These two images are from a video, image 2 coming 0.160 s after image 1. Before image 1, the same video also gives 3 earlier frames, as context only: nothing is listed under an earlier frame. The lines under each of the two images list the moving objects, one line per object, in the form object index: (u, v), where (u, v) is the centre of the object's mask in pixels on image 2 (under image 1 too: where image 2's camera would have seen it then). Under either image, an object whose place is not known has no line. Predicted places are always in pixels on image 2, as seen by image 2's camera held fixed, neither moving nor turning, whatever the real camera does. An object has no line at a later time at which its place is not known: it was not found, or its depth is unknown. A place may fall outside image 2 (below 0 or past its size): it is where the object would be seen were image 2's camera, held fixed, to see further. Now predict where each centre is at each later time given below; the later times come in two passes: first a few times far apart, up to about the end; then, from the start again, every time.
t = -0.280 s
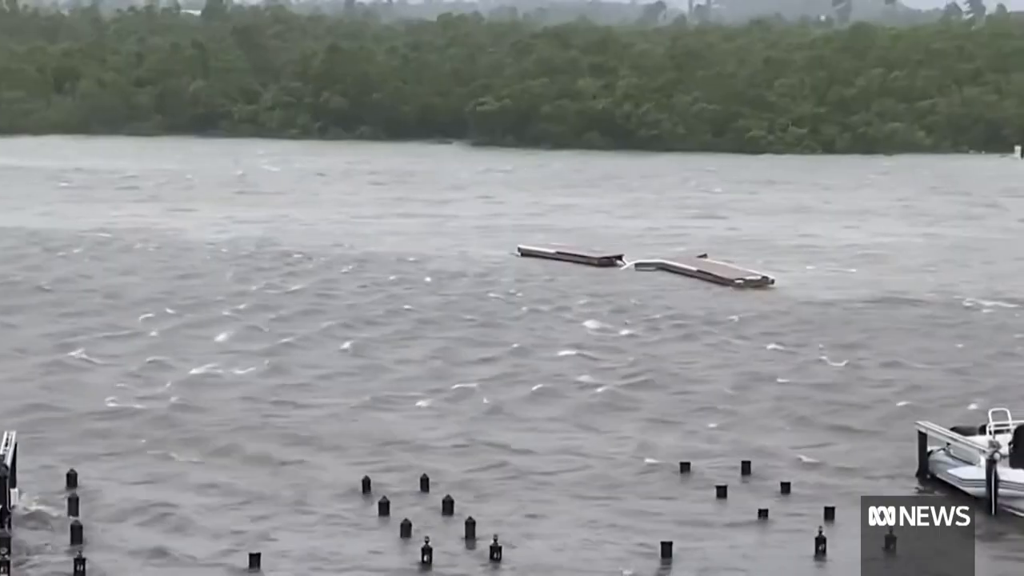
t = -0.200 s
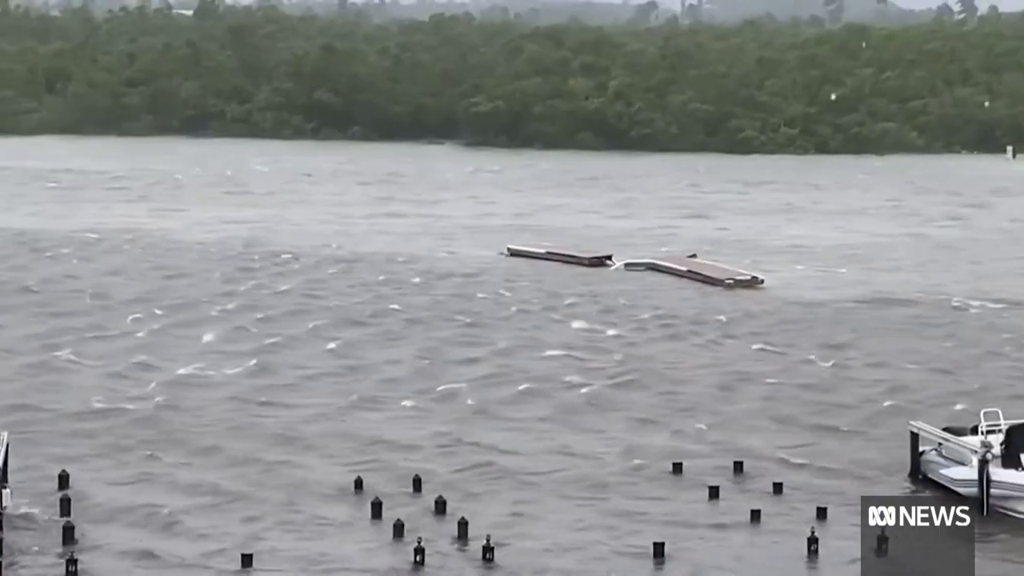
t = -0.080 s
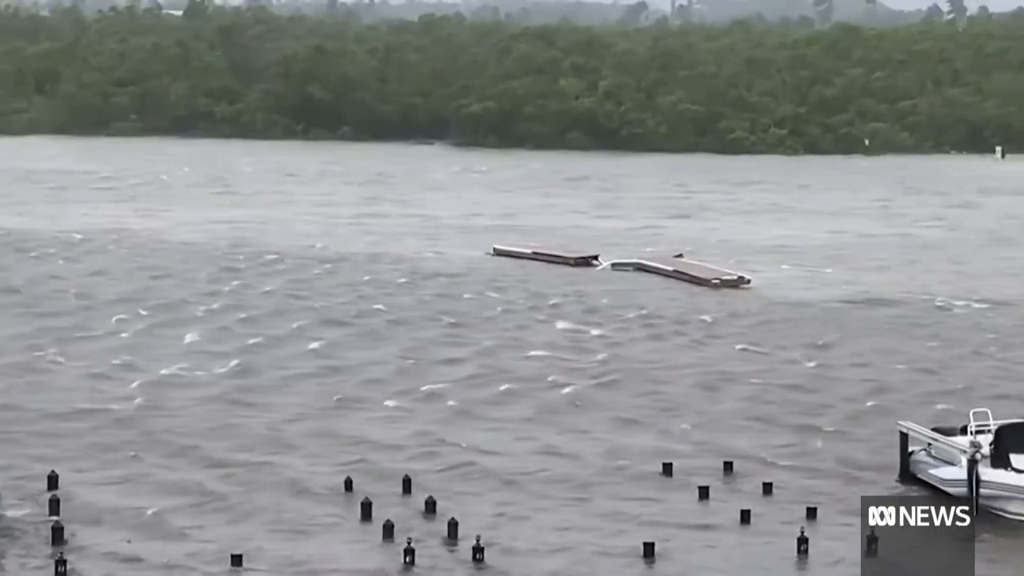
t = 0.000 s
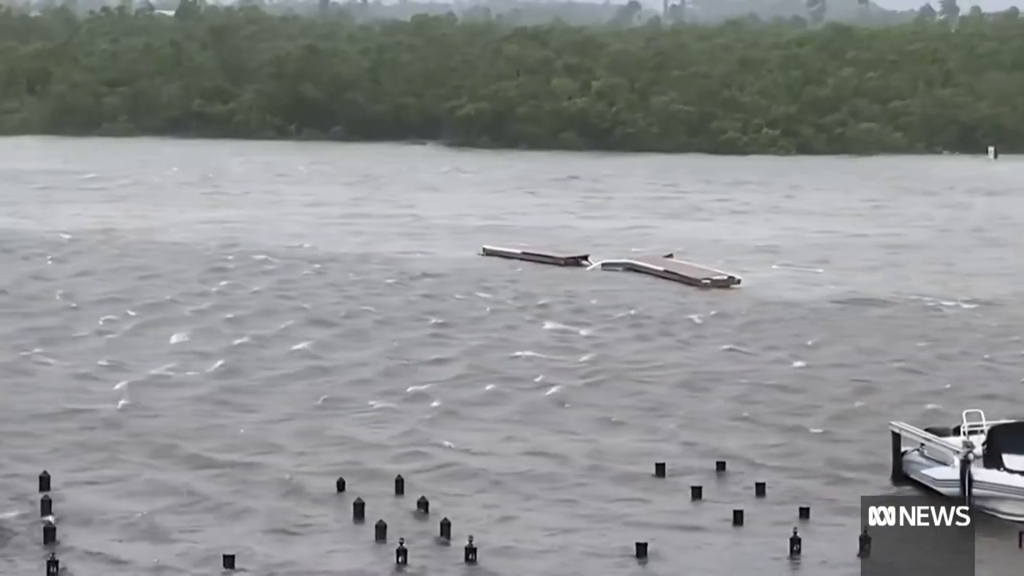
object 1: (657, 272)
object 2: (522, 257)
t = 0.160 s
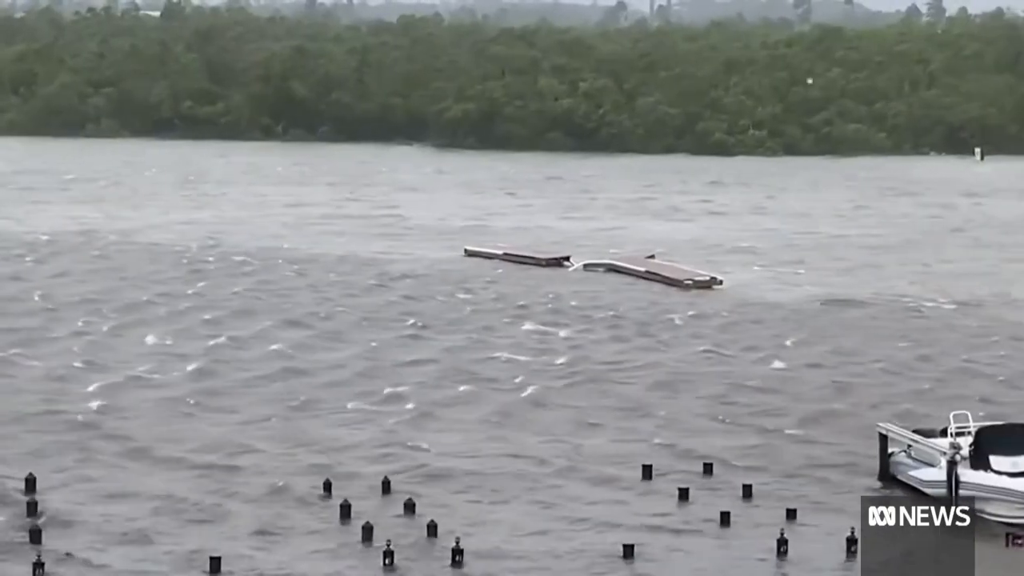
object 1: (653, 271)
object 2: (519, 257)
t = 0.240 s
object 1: (651, 271)
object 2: (517, 256)
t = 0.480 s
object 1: (644, 271)
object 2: (508, 256)
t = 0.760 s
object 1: (635, 270)
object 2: (498, 256)
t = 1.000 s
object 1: (628, 270)
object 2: (491, 255)
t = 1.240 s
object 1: (621, 269)
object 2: (484, 254)
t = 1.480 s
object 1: (615, 269)
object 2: (477, 254)
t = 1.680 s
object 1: (608, 269)
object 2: (470, 254)
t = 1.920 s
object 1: (602, 269)
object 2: (462, 253)
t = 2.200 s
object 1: (595, 268)
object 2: (453, 253)
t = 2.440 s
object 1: (588, 267)
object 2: (446, 253)
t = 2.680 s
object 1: (582, 267)
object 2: (440, 252)
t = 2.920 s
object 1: (577, 267)
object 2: (431, 253)
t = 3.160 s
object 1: (570, 266)
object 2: (424, 252)
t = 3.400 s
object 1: (564, 266)
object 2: (417, 251)
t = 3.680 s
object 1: (556, 266)
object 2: (408, 251)
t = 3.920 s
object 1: (550, 265)
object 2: (401, 251)
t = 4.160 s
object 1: (545, 264)
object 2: (394, 251)
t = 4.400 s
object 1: (538, 264)
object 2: (388, 250)
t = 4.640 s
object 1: (532, 264)
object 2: (381, 250)
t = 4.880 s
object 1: (525, 263)
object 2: (373, 249)
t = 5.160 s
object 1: (517, 262)
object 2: (363, 249)
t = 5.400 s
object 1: (512, 262)
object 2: (357, 248)
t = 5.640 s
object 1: (507, 262)
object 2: (349, 248)
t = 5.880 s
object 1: (499, 261)
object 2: (342, 247)
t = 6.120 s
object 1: (493, 261)
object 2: (335, 248)
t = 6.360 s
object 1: (486, 261)
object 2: (328, 247)
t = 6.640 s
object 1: (480, 260)
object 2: (320, 247)
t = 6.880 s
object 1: (474, 259)
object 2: (314, 246)
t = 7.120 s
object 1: (468, 259)
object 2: (307, 246)
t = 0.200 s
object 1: (652, 271)
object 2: (518, 256)
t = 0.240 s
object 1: (651, 271)
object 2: (517, 256)
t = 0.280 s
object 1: (650, 271)
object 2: (516, 256)
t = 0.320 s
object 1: (649, 271)
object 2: (514, 256)
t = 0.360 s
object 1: (647, 271)
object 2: (512, 256)
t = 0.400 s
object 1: (646, 271)
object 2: (511, 256)
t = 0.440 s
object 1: (645, 271)
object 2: (509, 256)
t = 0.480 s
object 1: (644, 271)
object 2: (508, 256)
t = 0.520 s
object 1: (642, 271)
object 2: (506, 256)
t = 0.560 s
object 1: (641, 271)
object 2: (504, 256)
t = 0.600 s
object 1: (640, 271)
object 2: (503, 256)
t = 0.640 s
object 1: (638, 271)
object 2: (503, 256)
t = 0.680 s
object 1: (637, 271)
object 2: (501, 256)
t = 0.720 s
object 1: (636, 270)
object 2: (499, 256)
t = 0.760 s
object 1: (635, 270)
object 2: (498, 256)
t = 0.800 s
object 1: (634, 270)
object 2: (497, 256)
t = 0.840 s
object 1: (632, 270)
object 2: (496, 256)
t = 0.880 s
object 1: (631, 270)
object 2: (495, 255)
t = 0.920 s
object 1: (631, 270)
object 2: (493, 255)
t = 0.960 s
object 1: (629, 270)
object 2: (492, 256)
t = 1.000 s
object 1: (628, 270)
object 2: (491, 255)
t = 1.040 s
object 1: (627, 270)
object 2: (490, 255)
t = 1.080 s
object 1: (626, 270)
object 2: (489, 255)
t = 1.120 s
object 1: (625, 270)
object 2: (488, 255)
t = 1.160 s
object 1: (624, 270)
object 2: (486, 255)
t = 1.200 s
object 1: (623, 269)
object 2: (485, 256)
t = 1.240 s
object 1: (621, 269)
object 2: (484, 254)
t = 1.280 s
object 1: (620, 269)
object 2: (482, 254)
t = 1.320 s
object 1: (620, 269)
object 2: (482, 254)
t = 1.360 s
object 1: (618, 269)
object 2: (480, 254)
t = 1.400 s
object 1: (617, 269)
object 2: (479, 254)
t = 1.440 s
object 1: (616, 269)
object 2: (478, 254)
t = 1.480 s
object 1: (615, 269)
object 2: (477, 254)
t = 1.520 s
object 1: (614, 269)
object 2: (476, 254)
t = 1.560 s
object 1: (612, 269)
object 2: (475, 254)
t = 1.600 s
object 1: (611, 269)
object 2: (473, 254)
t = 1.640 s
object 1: (609, 269)
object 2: (471, 254)
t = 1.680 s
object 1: (608, 269)
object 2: (470, 254)
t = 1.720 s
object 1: (607, 269)
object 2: (469, 253)
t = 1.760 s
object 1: (606, 269)
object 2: (467, 253)
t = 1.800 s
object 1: (605, 269)
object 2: (466, 253)
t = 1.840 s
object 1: (605, 269)
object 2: (465, 253)
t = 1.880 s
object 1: (603, 269)
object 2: (464, 253)
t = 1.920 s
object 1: (602, 269)
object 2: (462, 253)
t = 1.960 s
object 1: (601, 268)
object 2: (461, 253)
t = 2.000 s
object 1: (600, 268)
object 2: (460, 253)
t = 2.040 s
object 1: (599, 268)
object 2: (459, 253)
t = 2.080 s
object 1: (598, 268)
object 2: (458, 253)
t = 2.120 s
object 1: (597, 268)
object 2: (456, 253)
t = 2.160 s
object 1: (596, 268)
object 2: (455, 253)
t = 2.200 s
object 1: (595, 268)
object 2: (453, 253)
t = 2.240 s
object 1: (594, 268)
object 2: (453, 253)
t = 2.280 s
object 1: (593, 268)
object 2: (451, 253)
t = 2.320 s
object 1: (591, 267)
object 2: (450, 253)
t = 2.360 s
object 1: (590, 267)
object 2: (448, 253)
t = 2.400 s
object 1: (589, 267)
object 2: (447, 254)
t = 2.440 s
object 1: (588, 267)
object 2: (446, 253)
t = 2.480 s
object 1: (587, 267)
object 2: (445, 253)
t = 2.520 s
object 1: (586, 267)
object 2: (443, 253)
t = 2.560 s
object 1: (585, 267)
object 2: (443, 252)
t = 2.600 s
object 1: (584, 267)
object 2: (441, 252)
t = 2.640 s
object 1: (584, 267)
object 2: (440, 252)
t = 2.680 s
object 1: (582, 267)
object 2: (440, 252)
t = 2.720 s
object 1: (581, 267)
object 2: (438, 252)
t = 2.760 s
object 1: (580, 267)
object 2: (436, 253)
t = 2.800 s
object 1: (579, 267)
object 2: (436, 252)
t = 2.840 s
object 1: (579, 267)
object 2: (435, 252)
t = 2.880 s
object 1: (579, 267)
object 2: (434, 252)
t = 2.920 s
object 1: (577, 267)
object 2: (431, 253)
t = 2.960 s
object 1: (576, 267)
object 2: (431, 252)
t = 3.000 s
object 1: (576, 266)
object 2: (429, 252)
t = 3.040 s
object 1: (575, 266)
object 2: (428, 252)
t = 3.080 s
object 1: (573, 266)
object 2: (426, 252)
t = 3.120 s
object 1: (572, 266)
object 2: (425, 251)
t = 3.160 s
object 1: (570, 266)
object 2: (424, 252)
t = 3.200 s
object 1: (569, 266)
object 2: (423, 251)
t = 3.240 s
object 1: (569, 266)
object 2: (421, 252)
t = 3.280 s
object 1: (568, 266)
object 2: (420, 252)
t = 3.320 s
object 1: (567, 266)
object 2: (420, 252)
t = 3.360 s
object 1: (565, 266)
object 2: (418, 251)
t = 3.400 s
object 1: (564, 266)
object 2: (417, 251)
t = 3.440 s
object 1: (562, 266)
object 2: (416, 252)
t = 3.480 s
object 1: (562, 266)
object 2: (414, 252)
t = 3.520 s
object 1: (561, 266)
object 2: (412, 252)
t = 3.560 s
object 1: (559, 266)
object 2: (411, 251)
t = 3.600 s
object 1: (558, 266)
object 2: (410, 252)
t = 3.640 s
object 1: (557, 266)
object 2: (409, 252)
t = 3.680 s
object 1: (556, 266)
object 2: (408, 251)
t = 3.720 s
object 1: (554, 265)
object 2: (407, 251)
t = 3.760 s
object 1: (554, 265)
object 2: (406, 251)
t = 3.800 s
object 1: (553, 265)
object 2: (405, 251)
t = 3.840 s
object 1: (552, 265)
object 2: (404, 251)
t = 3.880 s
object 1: (551, 265)
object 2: (403, 251)
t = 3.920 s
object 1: (550, 265)
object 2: (401, 251)
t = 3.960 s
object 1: (549, 265)
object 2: (400, 251)
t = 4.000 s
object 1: (549, 265)
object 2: (399, 251)
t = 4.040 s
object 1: (547, 264)
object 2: (398, 251)
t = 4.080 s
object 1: (547, 265)
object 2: (397, 251)
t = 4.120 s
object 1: (546, 264)
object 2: (395, 250)
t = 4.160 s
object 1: (545, 264)
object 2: (394, 251)
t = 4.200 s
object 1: (544, 264)
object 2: (393, 250)
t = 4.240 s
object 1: (543, 264)
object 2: (392, 250)
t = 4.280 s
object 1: (542, 264)
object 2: (391, 250)
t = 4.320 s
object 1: (540, 264)
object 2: (389, 251)
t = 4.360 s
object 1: (539, 264)
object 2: (389, 250)
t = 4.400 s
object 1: (538, 264)
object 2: (388, 250)
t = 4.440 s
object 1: (537, 264)
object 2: (387, 250)
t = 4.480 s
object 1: (536, 264)
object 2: (385, 250)
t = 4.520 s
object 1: (534, 264)
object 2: (384, 250)
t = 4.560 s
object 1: (534, 264)
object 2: (383, 250)
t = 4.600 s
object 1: (533, 264)
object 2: (381, 250)
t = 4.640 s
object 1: (532, 264)
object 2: (381, 250)
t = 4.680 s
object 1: (532, 263)
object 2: (379, 250)
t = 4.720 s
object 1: (530, 263)
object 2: (376, 250)
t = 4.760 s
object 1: (529, 263)
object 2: (375, 250)
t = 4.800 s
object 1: (528, 263)
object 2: (375, 249)
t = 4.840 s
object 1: (526, 263)
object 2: (374, 249)
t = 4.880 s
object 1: (525, 263)
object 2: (373, 249)
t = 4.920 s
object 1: (524, 263)
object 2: (371, 249)
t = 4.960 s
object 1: (524, 263)
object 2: (369, 249)
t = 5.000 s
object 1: (522, 263)
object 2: (368, 249)
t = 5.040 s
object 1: (522, 263)
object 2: (367, 249)
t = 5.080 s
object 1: (521, 263)
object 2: (367, 249)
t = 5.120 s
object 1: (518, 262)
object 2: (364, 248)
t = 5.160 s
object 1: (517, 262)
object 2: (363, 249)
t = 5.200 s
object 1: (516, 262)
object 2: (363, 249)
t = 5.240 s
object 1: (515, 262)
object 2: (363, 249)
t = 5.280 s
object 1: (514, 261)
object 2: (362, 249)
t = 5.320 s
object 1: (513, 262)
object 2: (361, 249)
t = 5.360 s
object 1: (512, 262)
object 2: (358, 248)
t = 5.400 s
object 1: (512, 262)
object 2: (357, 248)
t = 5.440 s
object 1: (511, 262)
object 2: (356, 248)
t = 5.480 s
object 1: (510, 261)
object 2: (354, 248)
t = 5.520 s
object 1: (510, 262)
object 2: (352, 248)
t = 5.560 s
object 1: (508, 262)
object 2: (350, 248)
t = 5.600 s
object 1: (508, 262)
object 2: (350, 248)
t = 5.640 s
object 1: (507, 262)
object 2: (349, 248)
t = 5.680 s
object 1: (506, 262)
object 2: (348, 248)
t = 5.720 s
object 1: (504, 262)
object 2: (347, 248)
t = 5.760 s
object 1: (503, 261)
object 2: (345, 248)
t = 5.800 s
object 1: (501, 261)
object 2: (344, 248)
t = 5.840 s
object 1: (500, 261)
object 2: (343, 248)
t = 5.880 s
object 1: (499, 261)
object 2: (342, 247)
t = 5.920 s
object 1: (498, 261)
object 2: (341, 247)
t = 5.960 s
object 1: (497, 261)
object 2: (340, 247)
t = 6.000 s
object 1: (496, 261)
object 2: (338, 248)
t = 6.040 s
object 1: (494, 261)
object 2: (338, 248)
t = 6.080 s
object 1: (494, 261)
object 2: (336, 248)
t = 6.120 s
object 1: (493, 261)
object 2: (335, 248)
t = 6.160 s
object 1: (491, 261)
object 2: (333, 247)
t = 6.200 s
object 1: (490, 261)
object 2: (332, 247)
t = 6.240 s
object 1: (489, 261)
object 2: (332, 247)
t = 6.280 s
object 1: (489, 261)
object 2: (331, 247)
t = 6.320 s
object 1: (488, 261)
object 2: (330, 247)
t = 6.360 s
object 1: (486, 261)
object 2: (328, 247)
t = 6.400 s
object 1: (486, 261)
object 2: (326, 247)
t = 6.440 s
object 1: (484, 260)
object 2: (326, 247)
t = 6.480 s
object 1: (484, 260)
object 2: (324, 247)
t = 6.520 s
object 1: (482, 260)
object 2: (323, 247)
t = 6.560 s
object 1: (482, 260)
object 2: (323, 247)
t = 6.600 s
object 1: (481, 260)
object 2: (321, 247)
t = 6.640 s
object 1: (480, 260)
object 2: (320, 247)
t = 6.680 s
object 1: (478, 260)
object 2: (320, 247)
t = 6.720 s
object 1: (478, 260)
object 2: (318, 247)
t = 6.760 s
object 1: (477, 260)
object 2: (317, 247)
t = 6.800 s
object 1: (476, 260)
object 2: (316, 247)
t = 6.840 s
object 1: (474, 259)
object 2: (315, 247)
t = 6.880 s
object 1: (474, 259)
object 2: (314, 246)
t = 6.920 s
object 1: (472, 259)
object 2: (312, 247)
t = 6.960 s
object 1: (472, 259)
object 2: (311, 246)
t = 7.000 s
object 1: (471, 259)
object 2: (310, 246)
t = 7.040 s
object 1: (470, 259)
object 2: (309, 246)
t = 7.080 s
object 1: (469, 259)
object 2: (308, 246)
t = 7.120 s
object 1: (468, 259)
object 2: (307, 246)
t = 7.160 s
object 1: (467, 259)
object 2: (305, 246)
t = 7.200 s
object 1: (466, 259)
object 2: (305, 246)
